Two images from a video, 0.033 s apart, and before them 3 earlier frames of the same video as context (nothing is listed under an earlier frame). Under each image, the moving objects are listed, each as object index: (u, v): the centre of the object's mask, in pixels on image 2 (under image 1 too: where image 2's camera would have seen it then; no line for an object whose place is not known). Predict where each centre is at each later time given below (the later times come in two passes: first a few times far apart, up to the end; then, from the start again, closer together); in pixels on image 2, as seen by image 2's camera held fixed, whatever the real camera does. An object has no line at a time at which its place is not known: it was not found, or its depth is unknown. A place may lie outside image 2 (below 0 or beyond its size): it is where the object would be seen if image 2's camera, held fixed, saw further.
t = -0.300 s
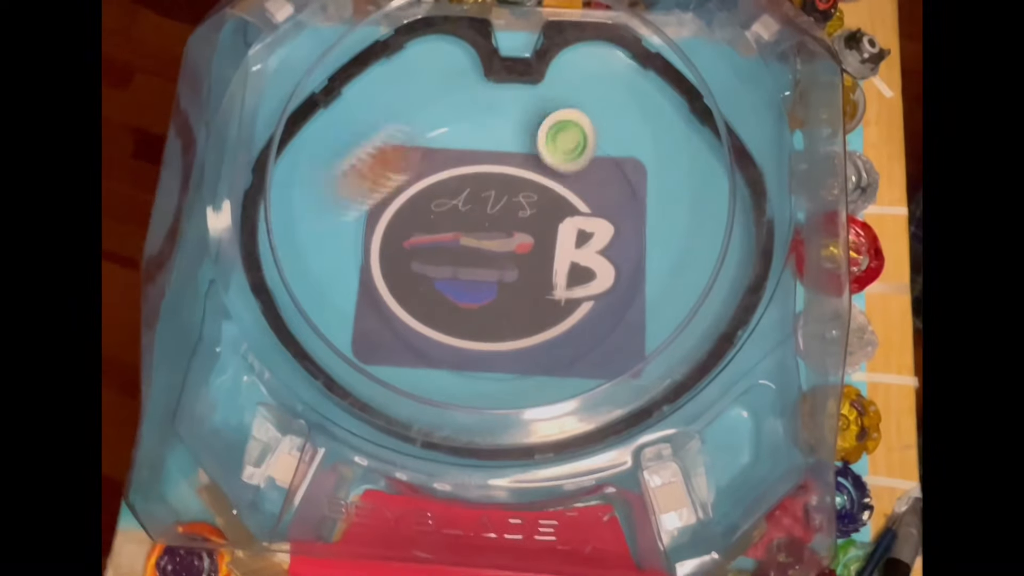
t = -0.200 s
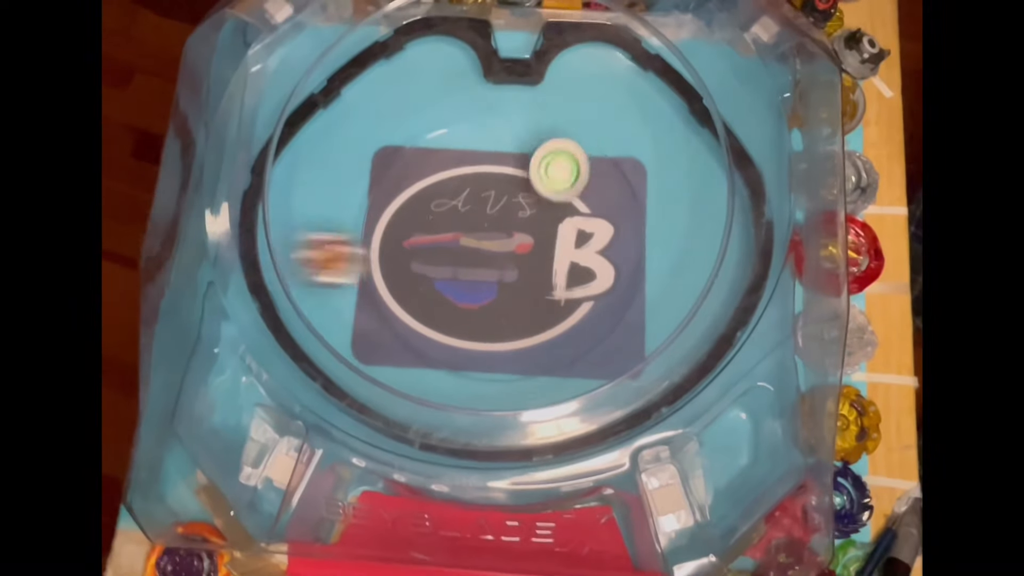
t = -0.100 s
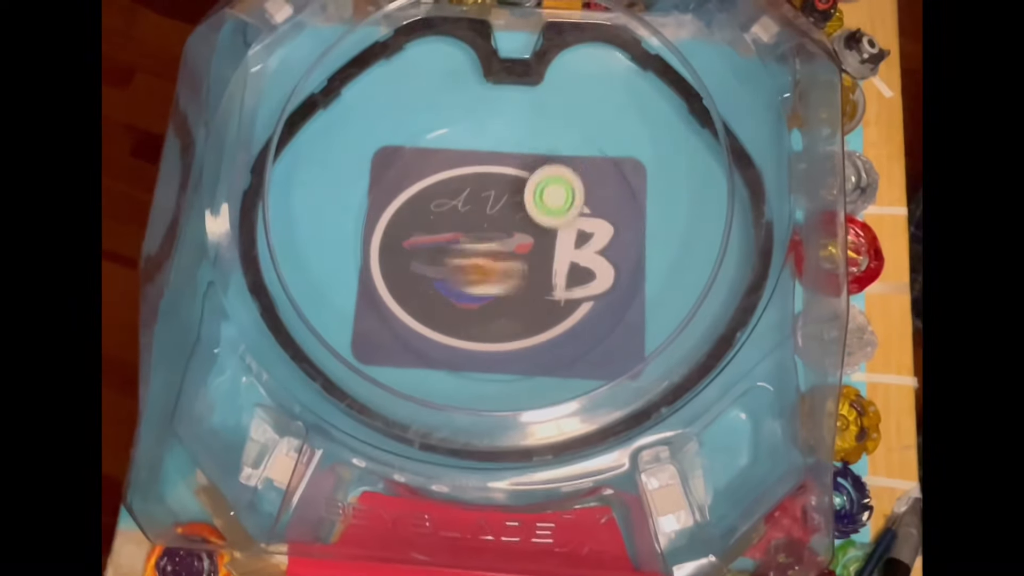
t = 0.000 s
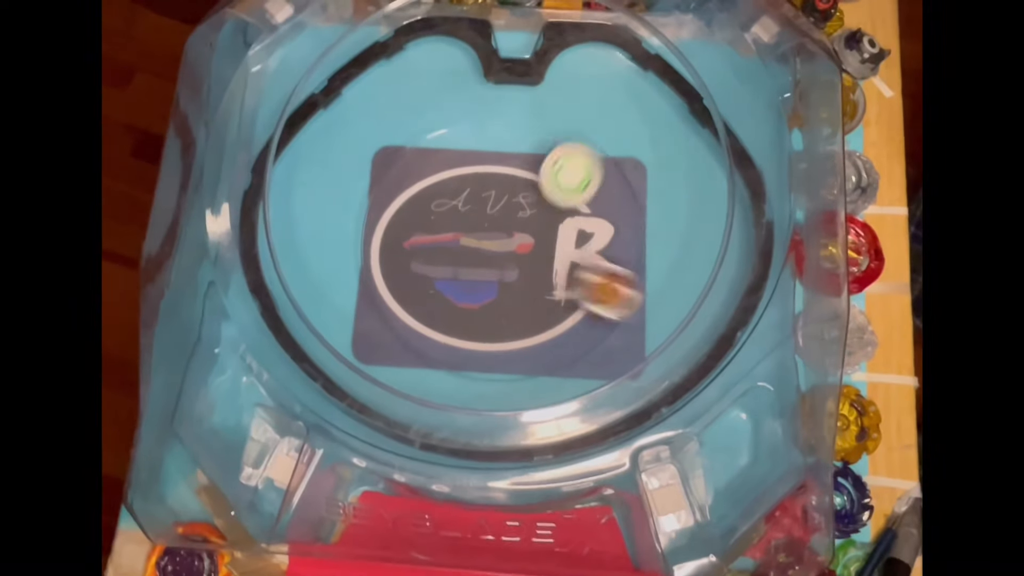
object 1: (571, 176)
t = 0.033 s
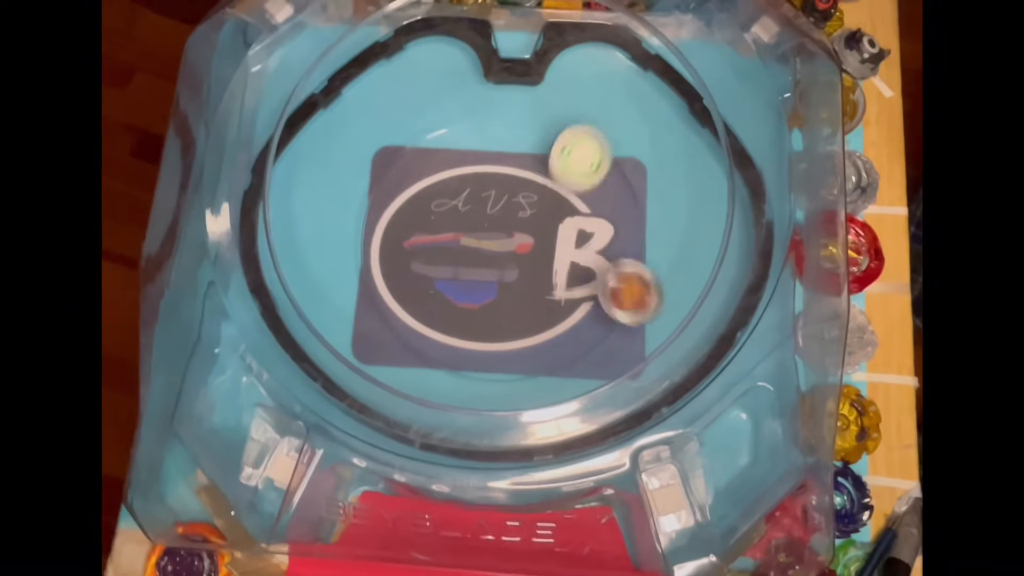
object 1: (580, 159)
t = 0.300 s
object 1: (655, 79)
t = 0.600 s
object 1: (649, 144)
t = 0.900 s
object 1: (681, 124)
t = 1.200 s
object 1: (302, 360)
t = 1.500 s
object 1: (251, 345)
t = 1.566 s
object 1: (306, 372)
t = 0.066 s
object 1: (589, 144)
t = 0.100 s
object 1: (596, 130)
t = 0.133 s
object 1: (602, 120)
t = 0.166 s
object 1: (608, 110)
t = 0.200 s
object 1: (618, 101)
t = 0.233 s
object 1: (629, 92)
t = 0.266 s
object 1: (642, 85)
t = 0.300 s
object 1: (655, 79)
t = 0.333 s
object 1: (653, 80)
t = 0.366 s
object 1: (645, 88)
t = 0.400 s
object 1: (639, 94)
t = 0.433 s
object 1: (634, 102)
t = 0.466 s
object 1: (633, 110)
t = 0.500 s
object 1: (634, 118)
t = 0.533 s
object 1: (637, 126)
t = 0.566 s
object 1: (642, 135)
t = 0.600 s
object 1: (649, 144)
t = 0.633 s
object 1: (659, 153)
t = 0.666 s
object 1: (669, 163)
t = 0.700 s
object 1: (682, 174)
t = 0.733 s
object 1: (695, 184)
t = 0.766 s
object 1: (713, 193)
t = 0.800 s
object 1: (730, 204)
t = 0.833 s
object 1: (745, 213)
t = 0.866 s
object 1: (736, 201)
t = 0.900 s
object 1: (681, 124)
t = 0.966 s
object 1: (541, 68)
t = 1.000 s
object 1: (478, 145)
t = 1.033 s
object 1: (422, 227)
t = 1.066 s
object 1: (368, 298)
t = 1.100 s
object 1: (329, 350)
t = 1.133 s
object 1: (298, 390)
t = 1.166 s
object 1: (300, 368)
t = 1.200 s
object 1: (302, 360)
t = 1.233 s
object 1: (310, 351)
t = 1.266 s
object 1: (320, 326)
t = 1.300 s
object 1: (338, 298)
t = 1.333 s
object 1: (355, 277)
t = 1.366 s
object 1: (312, 267)
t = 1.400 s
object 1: (224, 269)
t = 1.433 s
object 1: (193, 279)
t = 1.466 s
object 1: (217, 308)
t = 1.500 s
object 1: (251, 345)
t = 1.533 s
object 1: (290, 380)
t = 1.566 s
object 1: (306, 372)
